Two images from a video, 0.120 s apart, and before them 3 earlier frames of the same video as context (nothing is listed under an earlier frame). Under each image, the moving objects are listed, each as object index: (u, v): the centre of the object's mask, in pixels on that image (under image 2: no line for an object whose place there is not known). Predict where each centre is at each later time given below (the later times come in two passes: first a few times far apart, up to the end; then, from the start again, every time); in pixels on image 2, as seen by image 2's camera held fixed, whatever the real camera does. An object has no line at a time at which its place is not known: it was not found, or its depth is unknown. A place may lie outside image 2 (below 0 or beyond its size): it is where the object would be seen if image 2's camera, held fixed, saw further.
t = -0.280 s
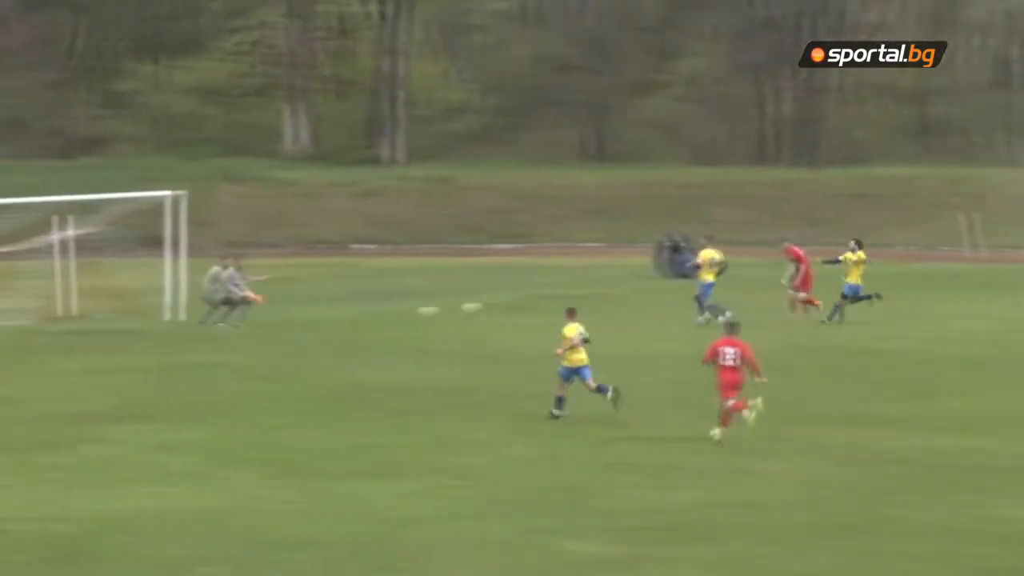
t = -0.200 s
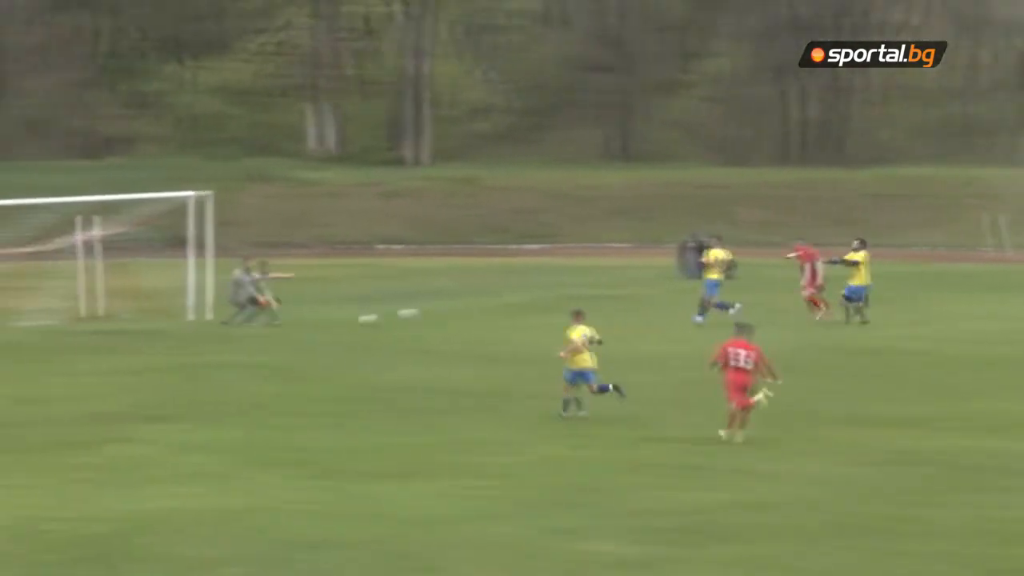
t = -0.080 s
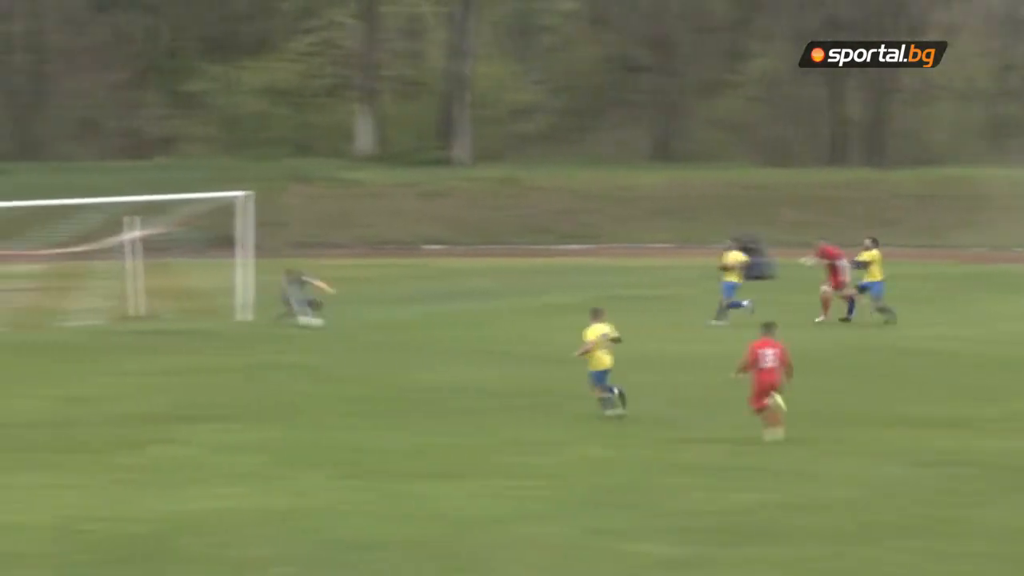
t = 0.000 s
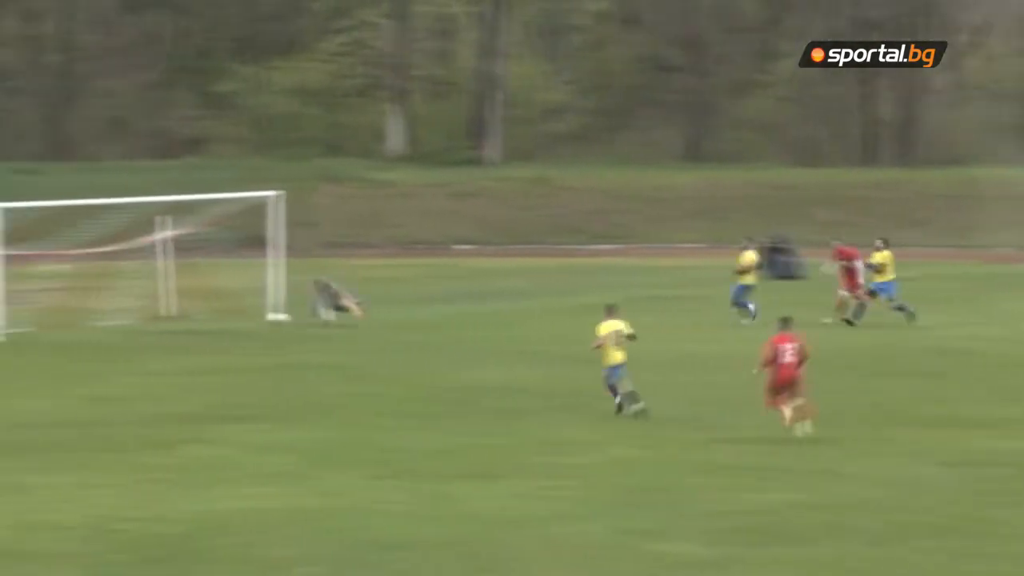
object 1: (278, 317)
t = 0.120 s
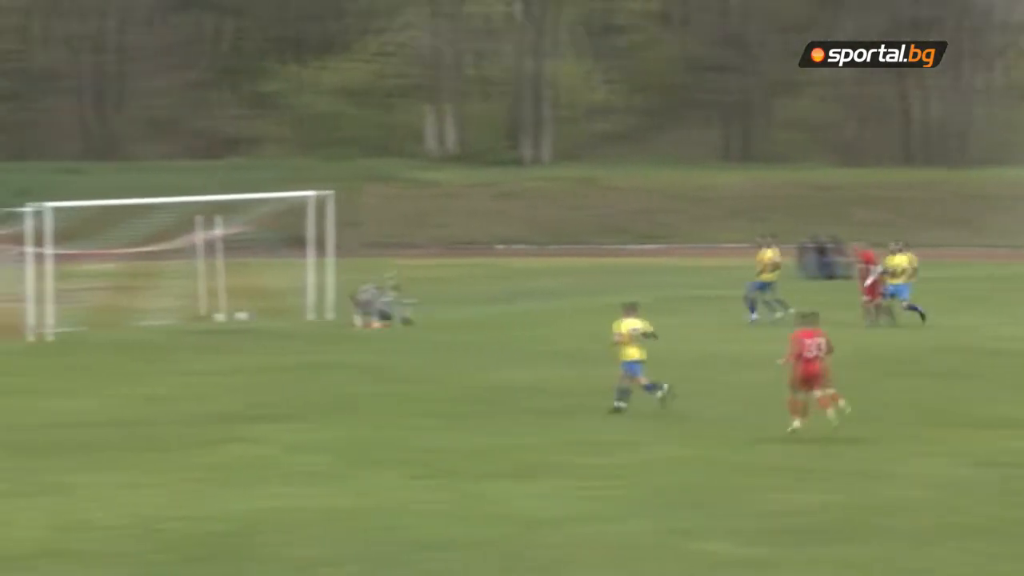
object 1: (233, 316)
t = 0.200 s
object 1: (172, 320)
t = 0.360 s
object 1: (44, 333)
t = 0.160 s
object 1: (197, 318)
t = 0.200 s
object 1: (172, 320)
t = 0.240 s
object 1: (137, 323)
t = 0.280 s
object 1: (105, 326)
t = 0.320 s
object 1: (75, 330)
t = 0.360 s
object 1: (44, 333)
